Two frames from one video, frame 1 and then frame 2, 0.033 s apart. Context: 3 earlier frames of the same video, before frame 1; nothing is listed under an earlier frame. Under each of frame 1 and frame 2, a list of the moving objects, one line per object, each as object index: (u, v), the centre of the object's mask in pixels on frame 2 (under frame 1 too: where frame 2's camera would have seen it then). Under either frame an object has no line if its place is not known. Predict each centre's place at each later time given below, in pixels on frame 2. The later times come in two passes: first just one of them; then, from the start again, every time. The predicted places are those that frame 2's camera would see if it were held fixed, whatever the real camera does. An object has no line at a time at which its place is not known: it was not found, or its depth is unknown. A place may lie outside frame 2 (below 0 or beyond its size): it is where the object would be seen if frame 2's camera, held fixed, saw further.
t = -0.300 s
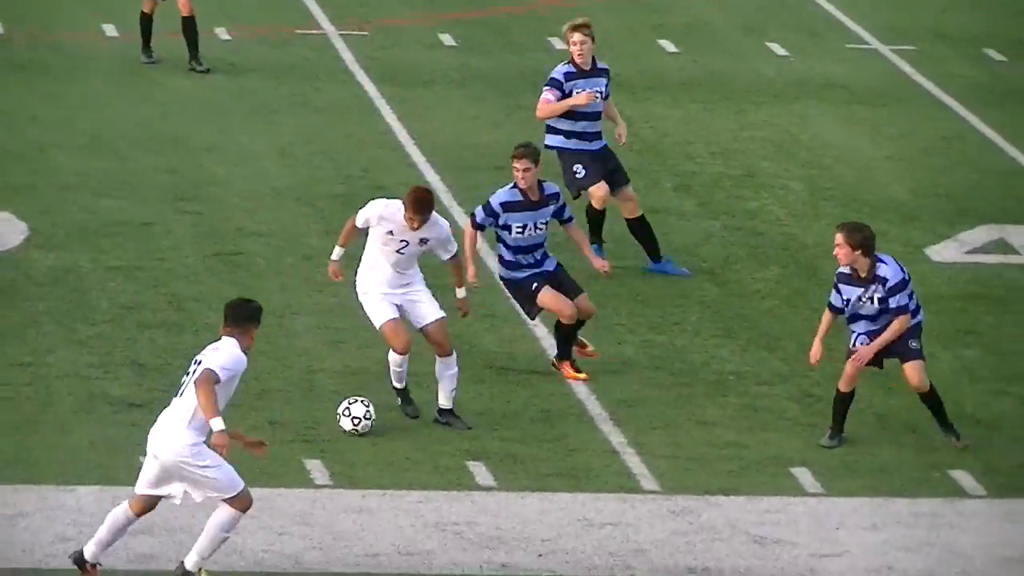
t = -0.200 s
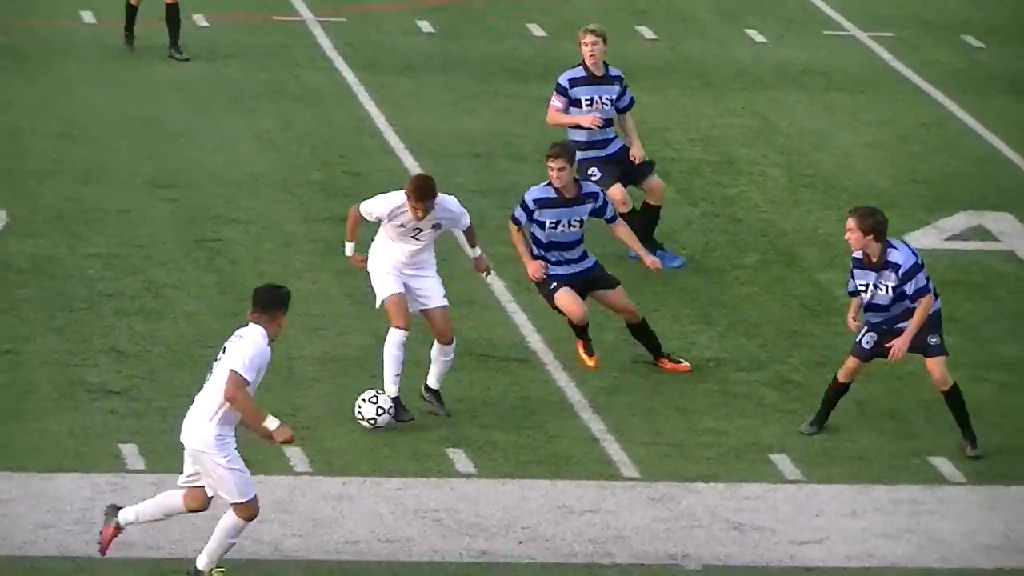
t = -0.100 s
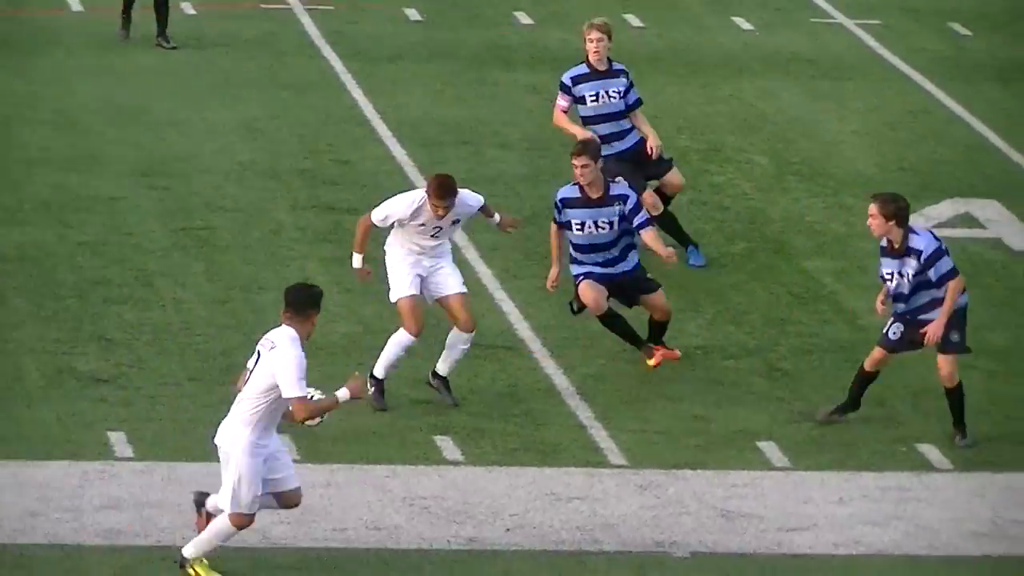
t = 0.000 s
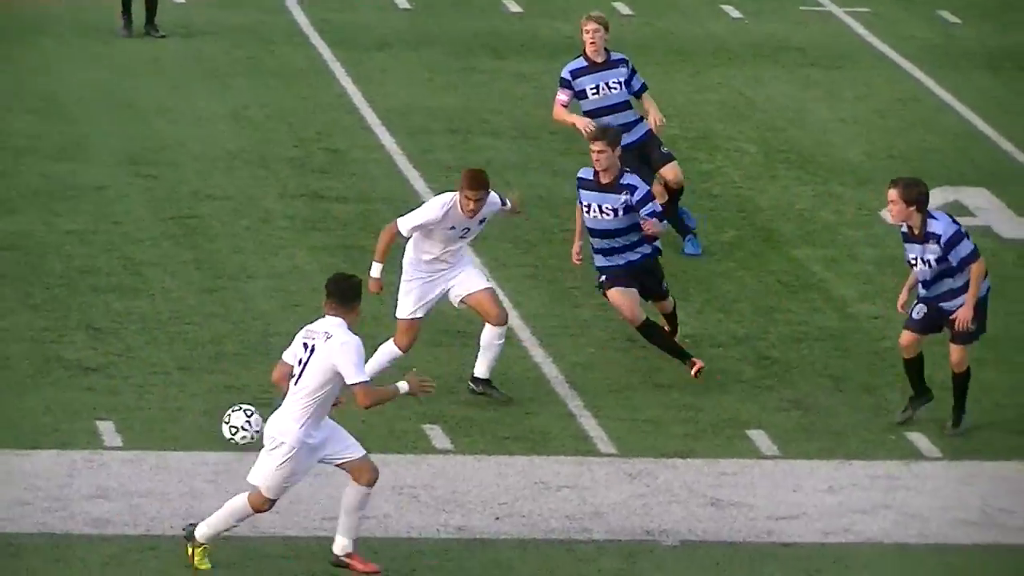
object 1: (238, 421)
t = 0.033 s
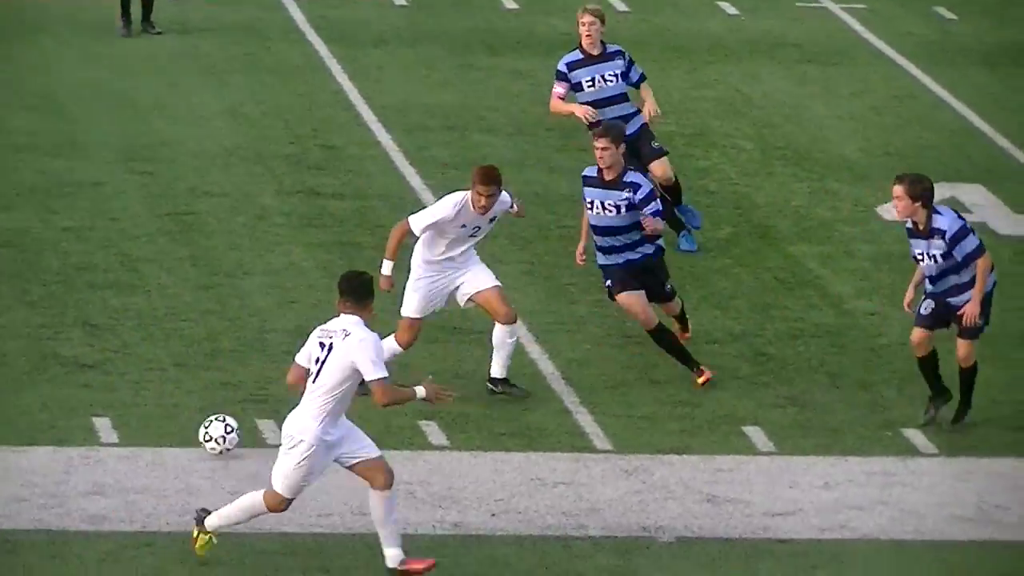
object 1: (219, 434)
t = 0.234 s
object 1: (142, 464)
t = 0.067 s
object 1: (201, 447)
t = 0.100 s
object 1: (190, 446)
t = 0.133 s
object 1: (178, 447)
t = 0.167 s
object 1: (166, 451)
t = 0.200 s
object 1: (154, 457)
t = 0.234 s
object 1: (142, 464)
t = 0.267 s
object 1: (129, 474)
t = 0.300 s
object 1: (117, 486)
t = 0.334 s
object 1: (103, 501)
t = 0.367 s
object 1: (95, 502)
